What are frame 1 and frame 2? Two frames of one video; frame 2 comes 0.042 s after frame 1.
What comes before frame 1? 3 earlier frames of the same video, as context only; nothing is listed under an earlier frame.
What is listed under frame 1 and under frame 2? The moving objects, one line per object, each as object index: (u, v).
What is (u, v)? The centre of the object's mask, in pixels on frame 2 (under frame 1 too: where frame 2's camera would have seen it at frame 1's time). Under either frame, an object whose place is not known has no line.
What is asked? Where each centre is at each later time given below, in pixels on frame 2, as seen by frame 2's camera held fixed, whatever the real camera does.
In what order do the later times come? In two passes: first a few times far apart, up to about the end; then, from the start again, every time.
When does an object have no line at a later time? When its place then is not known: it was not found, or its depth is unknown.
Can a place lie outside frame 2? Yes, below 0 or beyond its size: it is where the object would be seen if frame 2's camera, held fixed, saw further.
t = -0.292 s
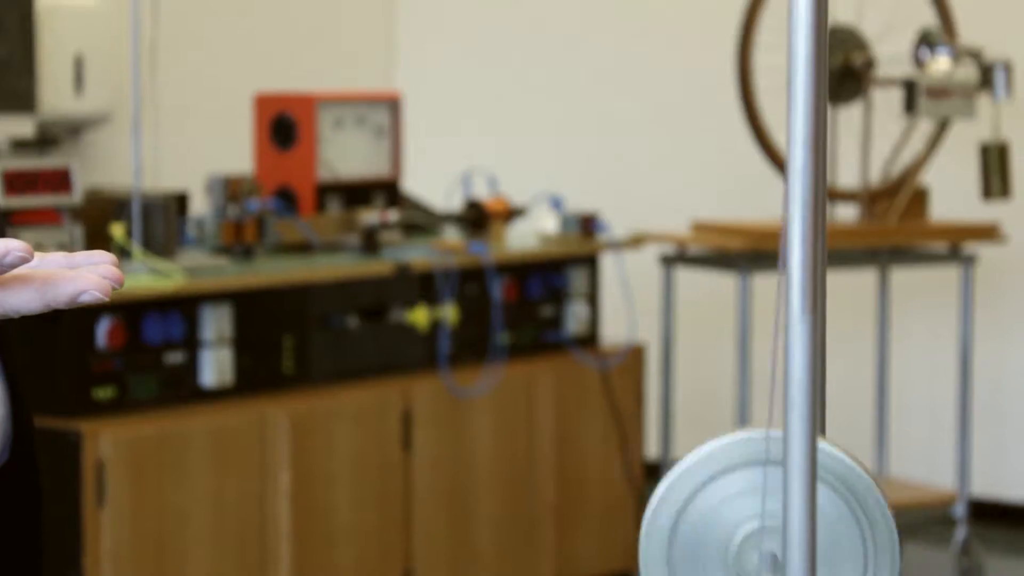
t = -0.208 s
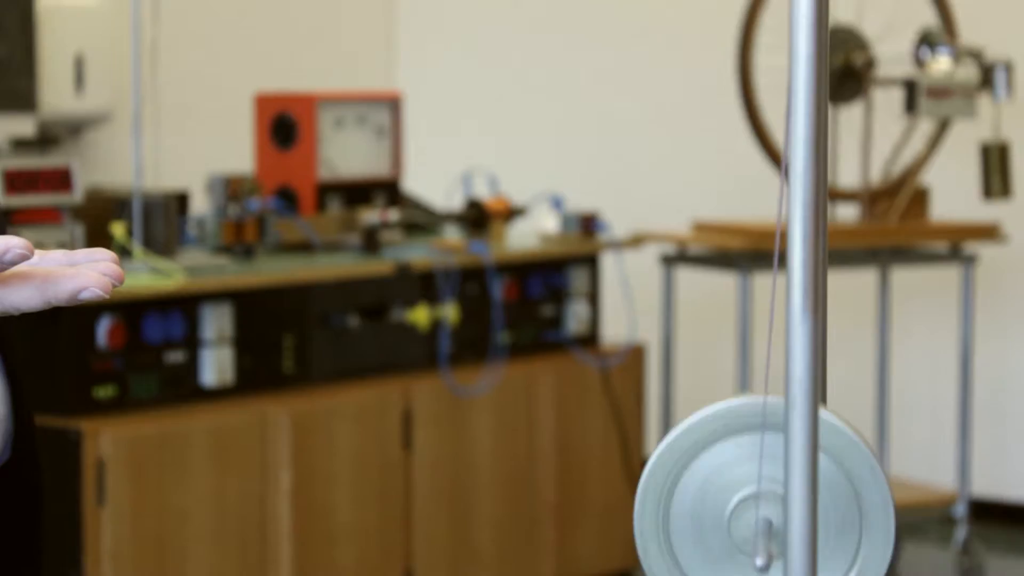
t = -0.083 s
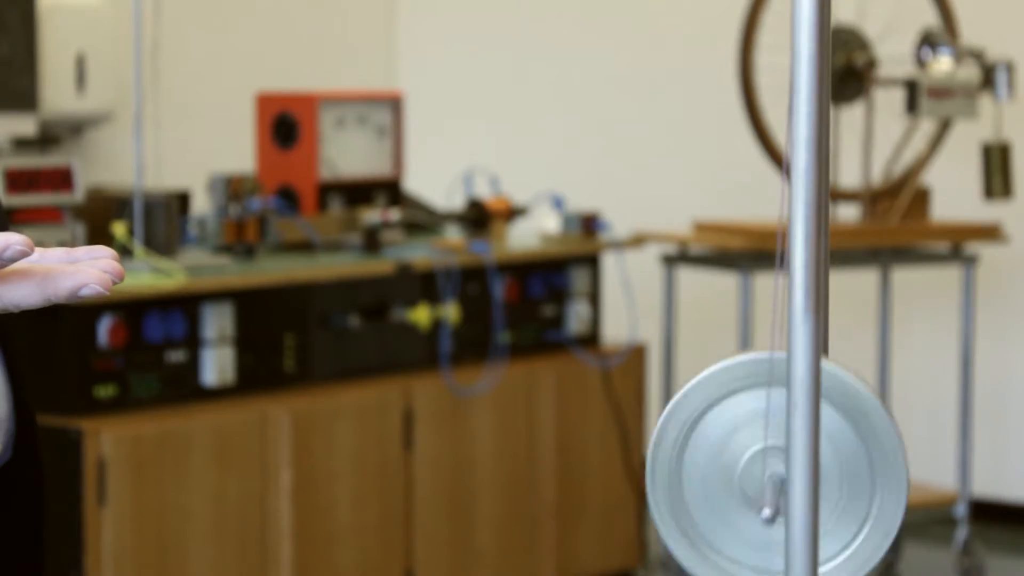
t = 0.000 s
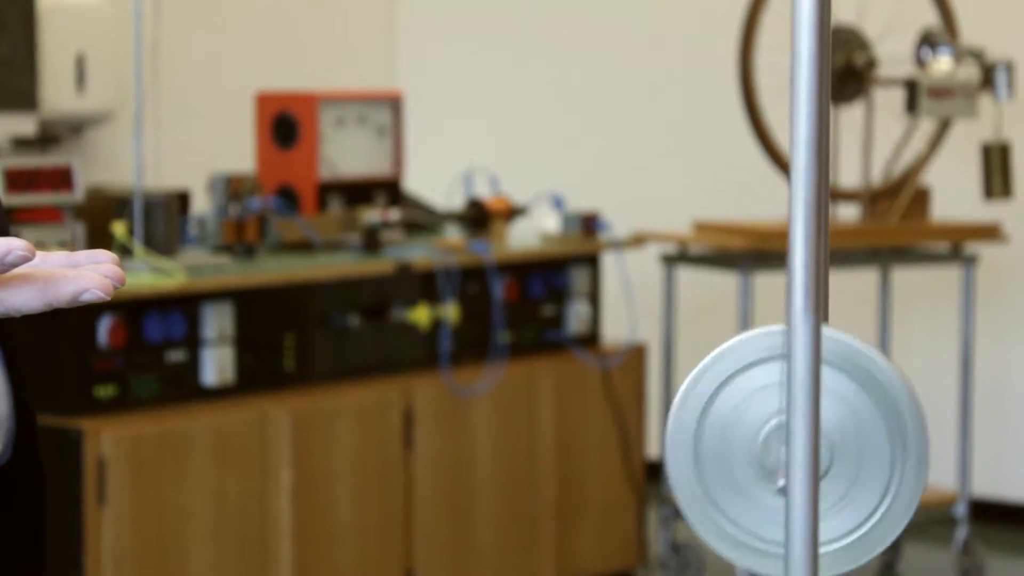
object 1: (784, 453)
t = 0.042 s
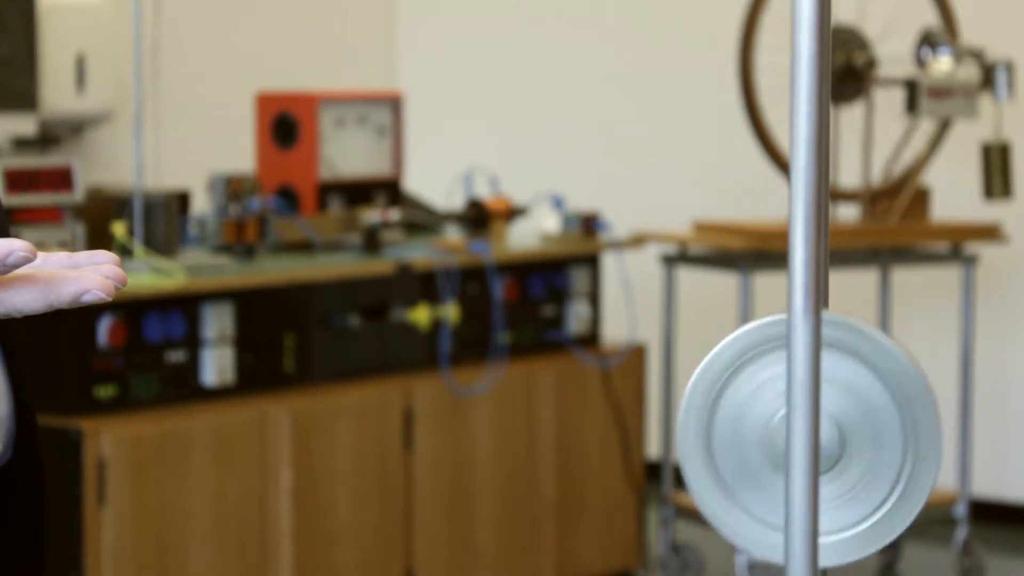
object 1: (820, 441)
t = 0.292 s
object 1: (904, 364)
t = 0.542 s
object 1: (851, 304)
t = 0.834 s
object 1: (762, 245)
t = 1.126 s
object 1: (850, 210)
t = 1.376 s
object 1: (879, 192)
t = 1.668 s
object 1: (780, 185)
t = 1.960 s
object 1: (822, 205)
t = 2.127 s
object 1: (879, 218)
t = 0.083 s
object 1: (827, 427)
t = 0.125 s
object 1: (842, 414)
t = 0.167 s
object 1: (855, 401)
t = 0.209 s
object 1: (869, 390)
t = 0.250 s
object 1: (901, 376)
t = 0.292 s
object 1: (904, 364)
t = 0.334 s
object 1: (906, 354)
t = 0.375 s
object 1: (906, 343)
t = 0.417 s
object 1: (904, 333)
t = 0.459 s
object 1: (876, 321)
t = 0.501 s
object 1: (865, 313)
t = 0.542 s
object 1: (851, 304)
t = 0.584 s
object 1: (836, 295)
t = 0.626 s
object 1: (822, 286)
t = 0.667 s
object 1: (789, 278)
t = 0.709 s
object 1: (787, 270)
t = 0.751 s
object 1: (774, 261)
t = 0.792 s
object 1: (766, 254)
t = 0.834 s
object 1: (762, 245)
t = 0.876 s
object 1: (761, 242)
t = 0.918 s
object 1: (775, 235)
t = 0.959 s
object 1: (783, 225)
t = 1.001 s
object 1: (788, 223)
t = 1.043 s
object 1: (821, 220)
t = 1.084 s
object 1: (833, 215)
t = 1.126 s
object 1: (850, 210)
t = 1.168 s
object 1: (865, 207)
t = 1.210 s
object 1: (876, 204)
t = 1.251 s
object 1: (905, 200)
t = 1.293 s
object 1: (906, 198)
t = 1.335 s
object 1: (906, 195)
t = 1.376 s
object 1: (879, 192)
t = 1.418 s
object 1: (868, 191)
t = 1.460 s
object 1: (855, 190)
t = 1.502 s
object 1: (839, 190)
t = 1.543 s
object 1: (823, 190)
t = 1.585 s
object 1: (789, 189)
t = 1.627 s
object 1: (789, 188)
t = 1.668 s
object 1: (780, 185)
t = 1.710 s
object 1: (767, 187)
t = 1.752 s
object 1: (770, 190)
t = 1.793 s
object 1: (773, 185)
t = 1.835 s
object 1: (777, 188)
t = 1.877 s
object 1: (788, 195)
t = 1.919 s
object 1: (822, 201)
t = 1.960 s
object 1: (822, 205)
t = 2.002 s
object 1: (839, 209)
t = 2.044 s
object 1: (855, 212)
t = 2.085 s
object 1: (869, 215)
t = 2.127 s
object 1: (879, 218)
